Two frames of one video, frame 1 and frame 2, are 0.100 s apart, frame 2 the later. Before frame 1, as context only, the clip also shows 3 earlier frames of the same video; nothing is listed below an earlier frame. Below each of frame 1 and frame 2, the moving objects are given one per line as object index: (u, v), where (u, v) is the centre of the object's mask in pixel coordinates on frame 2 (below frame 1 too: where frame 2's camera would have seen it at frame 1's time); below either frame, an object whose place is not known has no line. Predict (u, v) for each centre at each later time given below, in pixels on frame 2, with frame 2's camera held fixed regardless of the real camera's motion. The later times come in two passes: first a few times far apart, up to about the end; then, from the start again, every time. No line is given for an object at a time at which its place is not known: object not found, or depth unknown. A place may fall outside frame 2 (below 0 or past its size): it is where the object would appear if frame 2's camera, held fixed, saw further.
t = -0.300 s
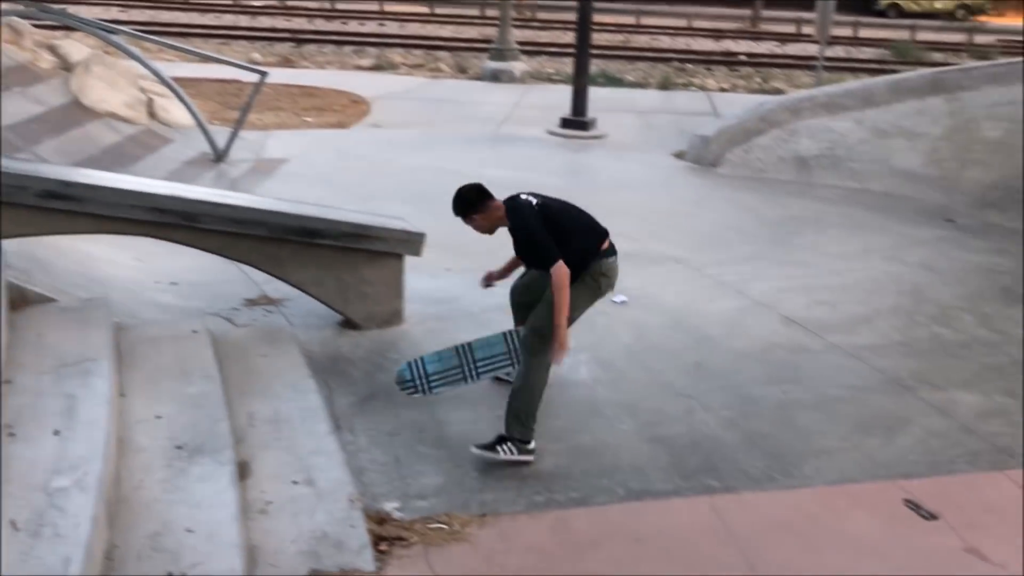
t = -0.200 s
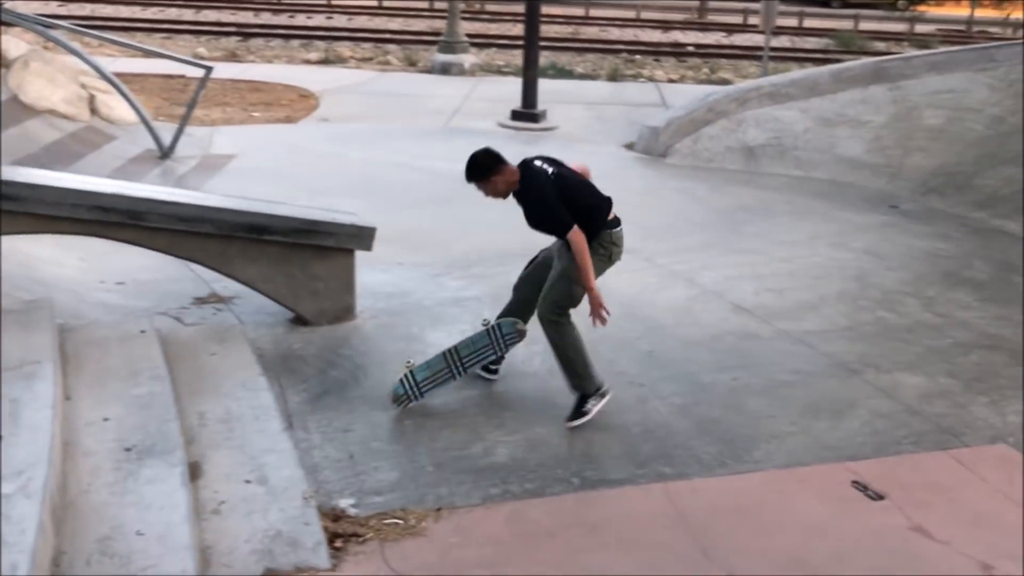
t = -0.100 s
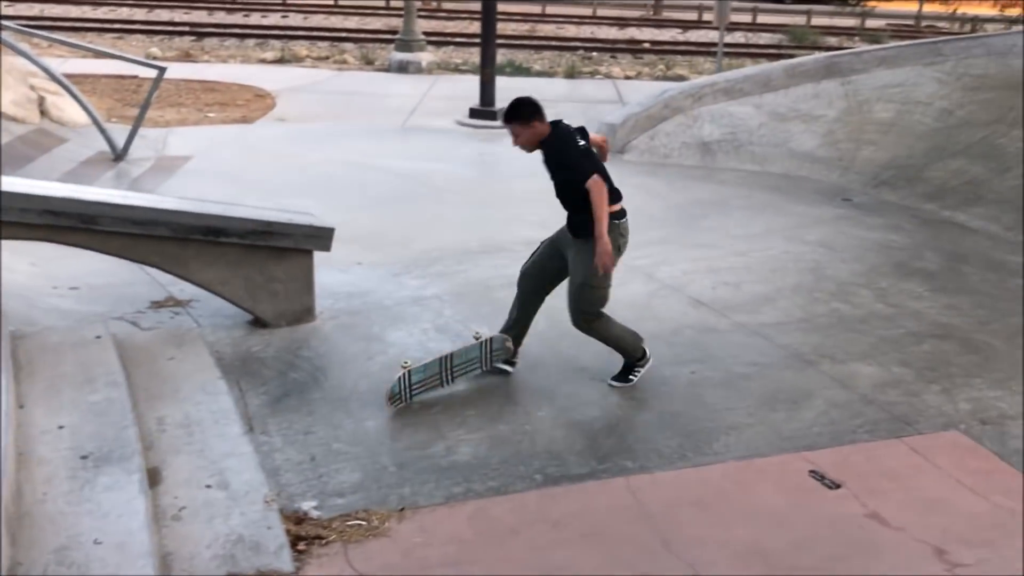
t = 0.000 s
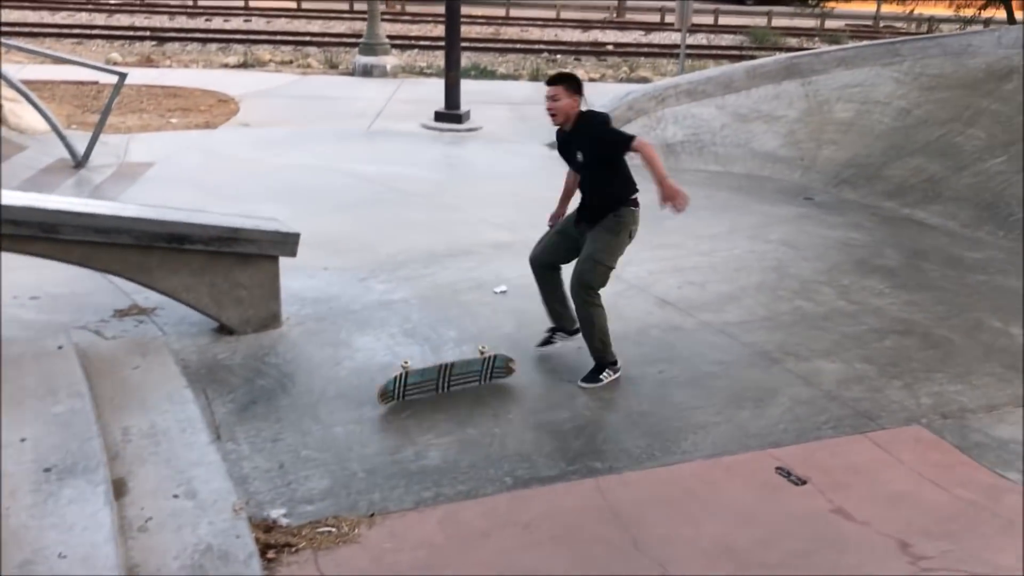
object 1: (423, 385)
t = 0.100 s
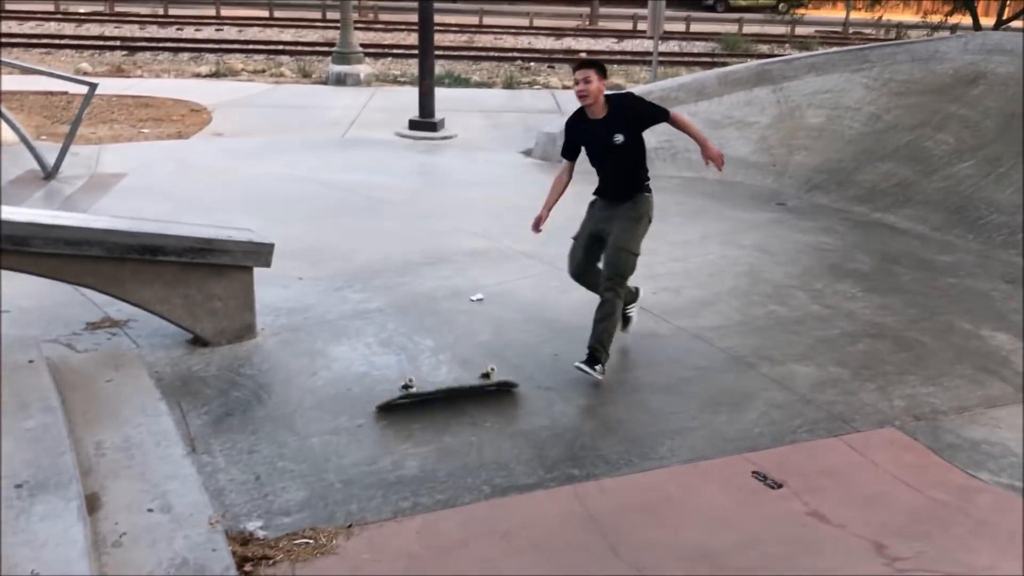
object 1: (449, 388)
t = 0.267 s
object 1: (474, 389)
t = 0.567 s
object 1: (491, 393)
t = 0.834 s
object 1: (490, 393)
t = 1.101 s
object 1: (491, 394)
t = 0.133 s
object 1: (451, 393)
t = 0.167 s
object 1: (459, 394)
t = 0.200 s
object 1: (465, 391)
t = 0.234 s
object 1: (470, 390)
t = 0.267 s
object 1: (474, 389)
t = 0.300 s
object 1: (478, 390)
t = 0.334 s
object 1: (482, 391)
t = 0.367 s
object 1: (485, 393)
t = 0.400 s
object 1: (488, 395)
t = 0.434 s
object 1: (490, 396)
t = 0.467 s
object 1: (491, 394)
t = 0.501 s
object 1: (491, 393)
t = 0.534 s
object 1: (491, 393)
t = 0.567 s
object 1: (491, 393)
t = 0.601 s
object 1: (491, 394)
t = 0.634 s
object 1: (491, 394)
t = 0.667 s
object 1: (492, 394)
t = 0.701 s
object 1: (491, 394)
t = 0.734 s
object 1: (491, 394)
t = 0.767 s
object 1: (491, 394)
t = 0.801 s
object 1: (491, 394)
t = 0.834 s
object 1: (490, 393)
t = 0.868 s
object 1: (490, 393)
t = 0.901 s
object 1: (490, 393)
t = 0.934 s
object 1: (490, 393)
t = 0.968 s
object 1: (490, 394)
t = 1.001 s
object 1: (491, 394)
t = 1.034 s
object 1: (491, 394)
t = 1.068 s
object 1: (491, 394)
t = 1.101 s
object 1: (491, 394)
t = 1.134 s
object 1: (491, 394)
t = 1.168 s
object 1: (491, 394)
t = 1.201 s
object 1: (491, 394)
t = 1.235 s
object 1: (490, 394)
